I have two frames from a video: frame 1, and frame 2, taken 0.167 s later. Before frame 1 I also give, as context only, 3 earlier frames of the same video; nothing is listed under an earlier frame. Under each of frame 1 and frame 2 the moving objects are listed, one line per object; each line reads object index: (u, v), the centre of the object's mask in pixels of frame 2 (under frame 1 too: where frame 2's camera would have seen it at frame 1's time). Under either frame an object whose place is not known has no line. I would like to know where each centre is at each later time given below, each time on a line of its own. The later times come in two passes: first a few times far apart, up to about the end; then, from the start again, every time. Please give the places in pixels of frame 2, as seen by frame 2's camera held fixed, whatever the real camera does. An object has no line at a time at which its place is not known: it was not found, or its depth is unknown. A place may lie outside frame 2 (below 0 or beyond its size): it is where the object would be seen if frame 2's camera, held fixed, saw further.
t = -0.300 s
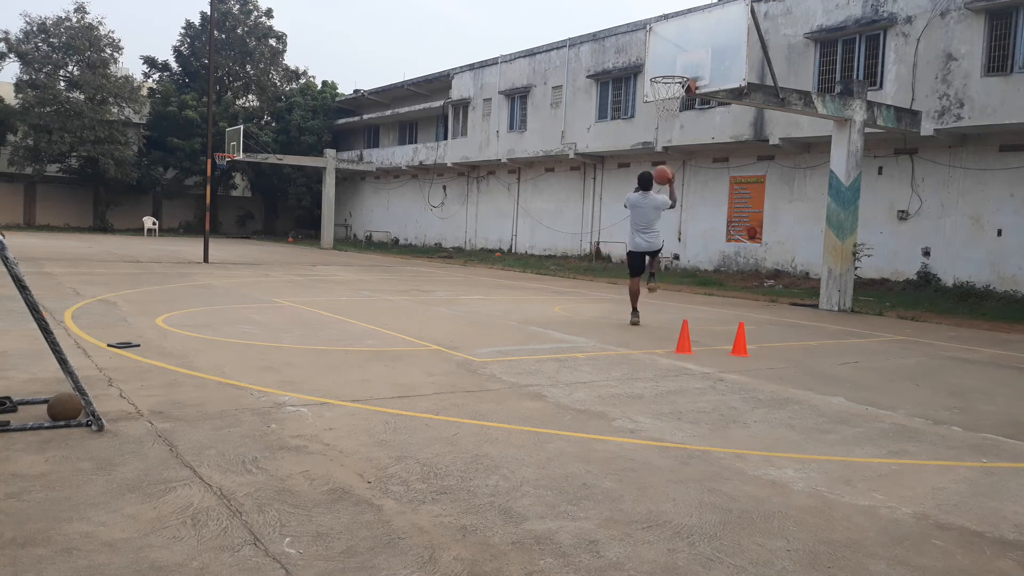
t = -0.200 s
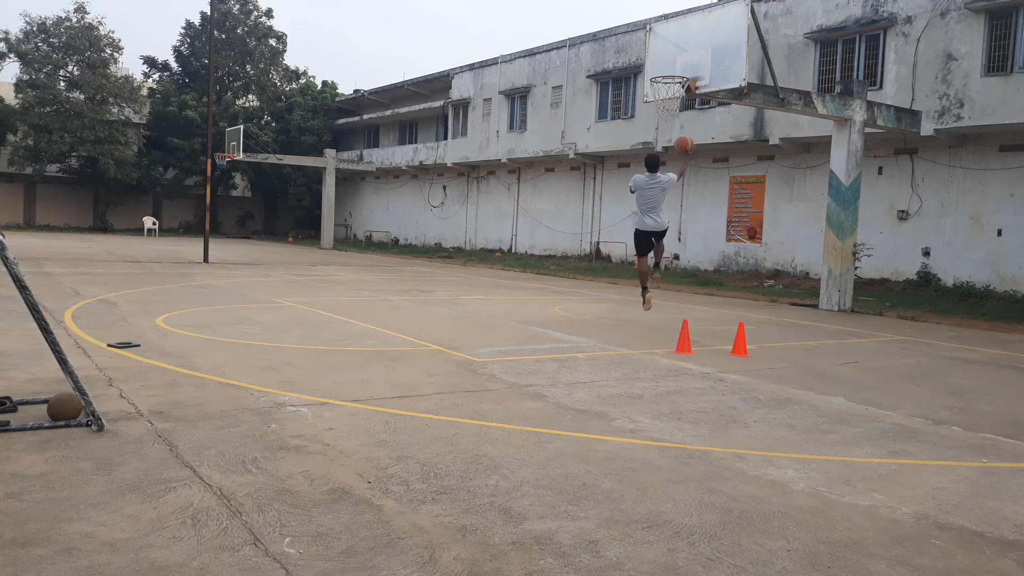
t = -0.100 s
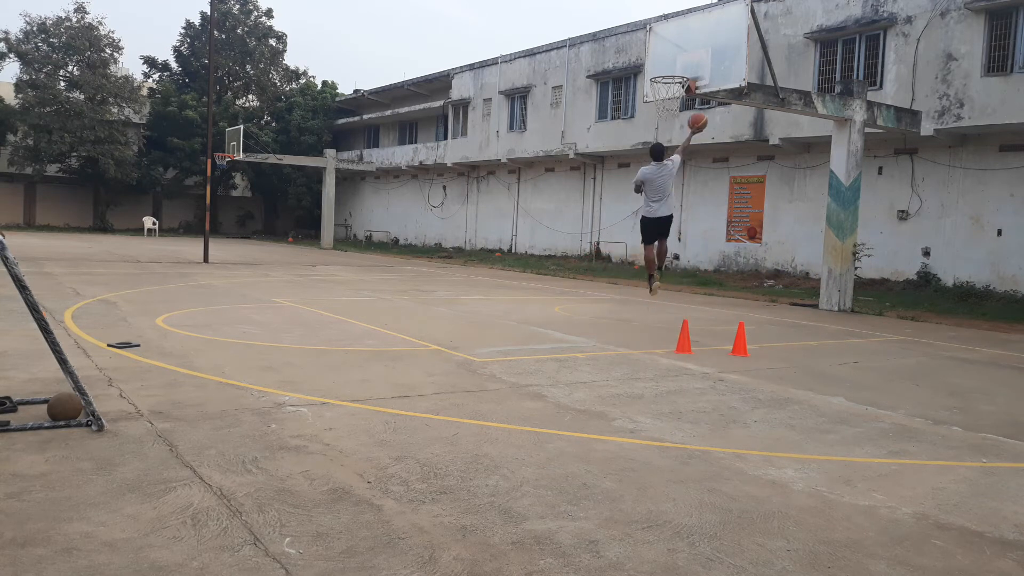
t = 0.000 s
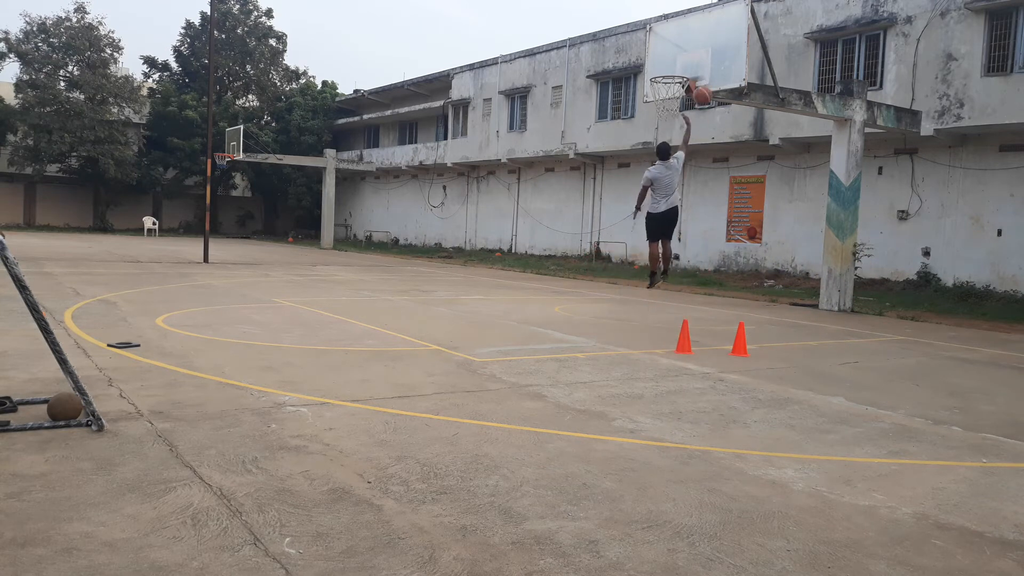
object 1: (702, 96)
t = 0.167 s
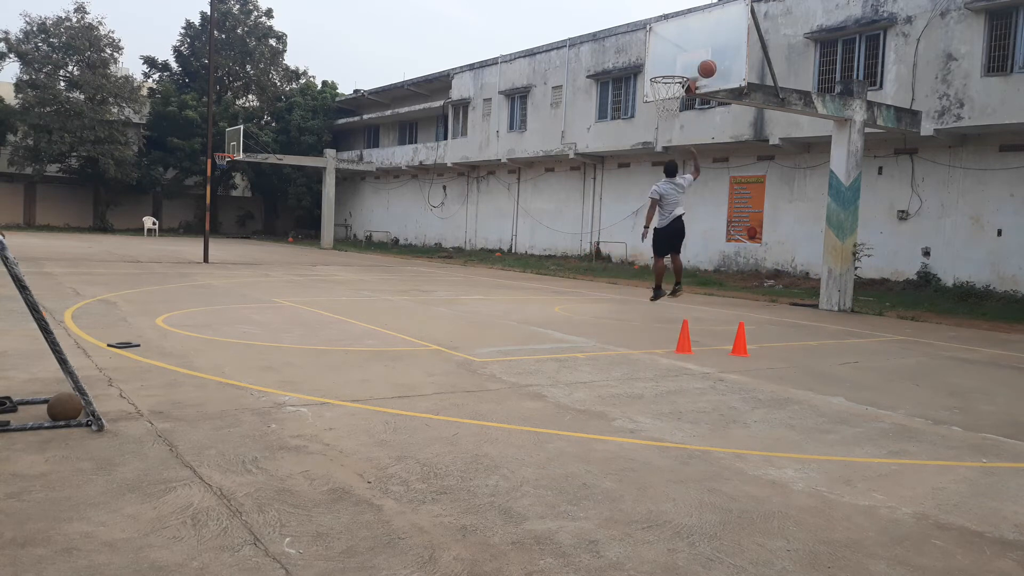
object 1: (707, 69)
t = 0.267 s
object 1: (699, 59)
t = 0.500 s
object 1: (670, 62)
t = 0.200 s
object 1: (707, 66)
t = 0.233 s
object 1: (703, 62)
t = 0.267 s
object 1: (699, 59)
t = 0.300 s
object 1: (695, 57)
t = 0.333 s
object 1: (691, 55)
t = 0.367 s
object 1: (687, 55)
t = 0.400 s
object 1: (683, 56)
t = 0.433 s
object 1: (679, 57)
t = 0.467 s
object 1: (674, 59)
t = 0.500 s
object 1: (670, 62)
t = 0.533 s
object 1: (665, 66)
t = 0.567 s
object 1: (664, 67)
